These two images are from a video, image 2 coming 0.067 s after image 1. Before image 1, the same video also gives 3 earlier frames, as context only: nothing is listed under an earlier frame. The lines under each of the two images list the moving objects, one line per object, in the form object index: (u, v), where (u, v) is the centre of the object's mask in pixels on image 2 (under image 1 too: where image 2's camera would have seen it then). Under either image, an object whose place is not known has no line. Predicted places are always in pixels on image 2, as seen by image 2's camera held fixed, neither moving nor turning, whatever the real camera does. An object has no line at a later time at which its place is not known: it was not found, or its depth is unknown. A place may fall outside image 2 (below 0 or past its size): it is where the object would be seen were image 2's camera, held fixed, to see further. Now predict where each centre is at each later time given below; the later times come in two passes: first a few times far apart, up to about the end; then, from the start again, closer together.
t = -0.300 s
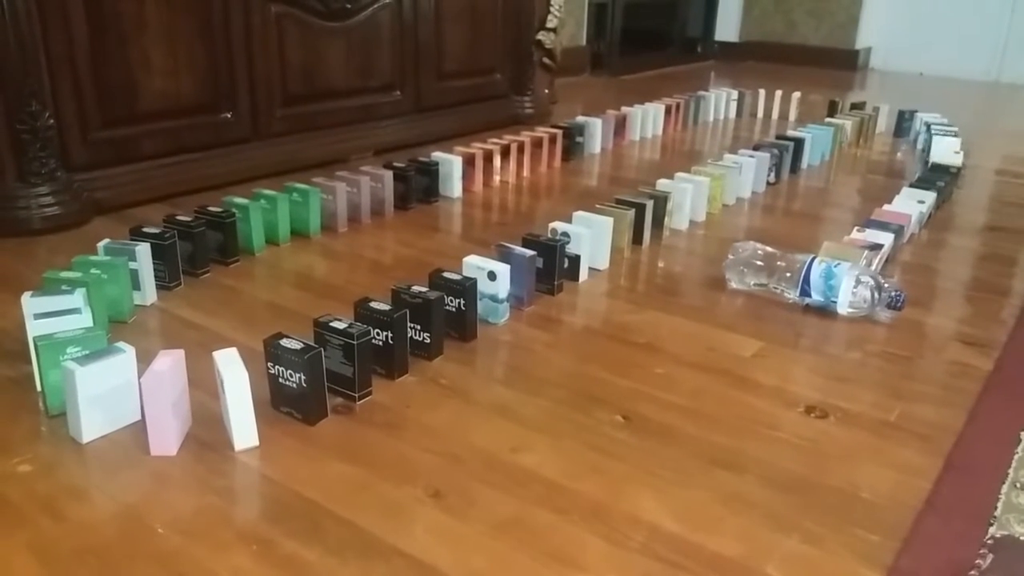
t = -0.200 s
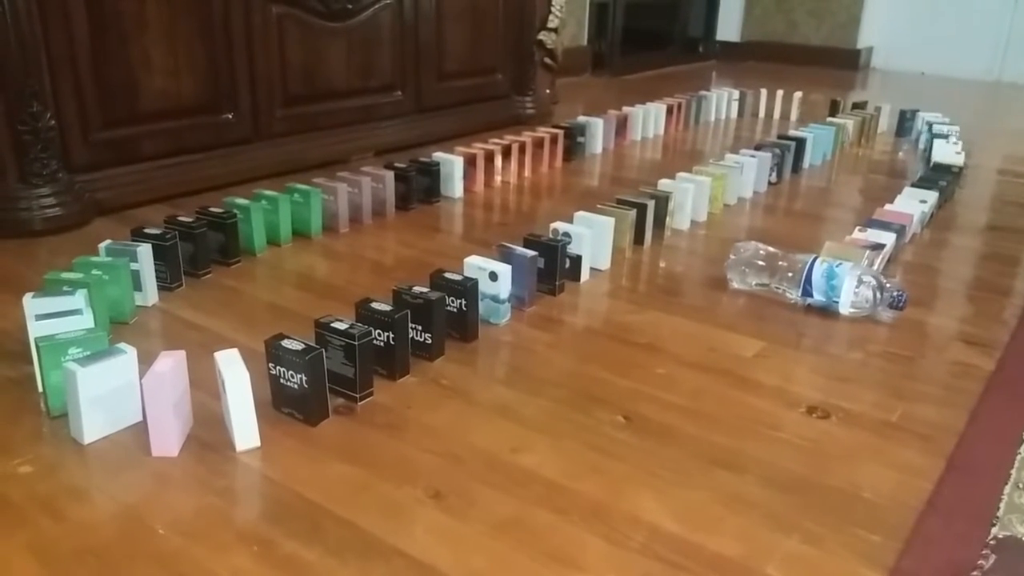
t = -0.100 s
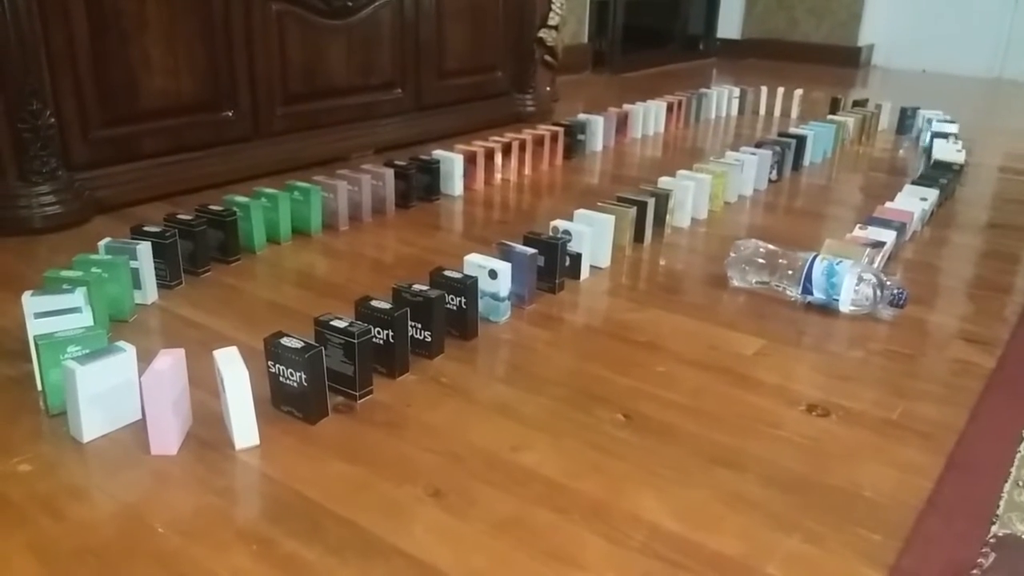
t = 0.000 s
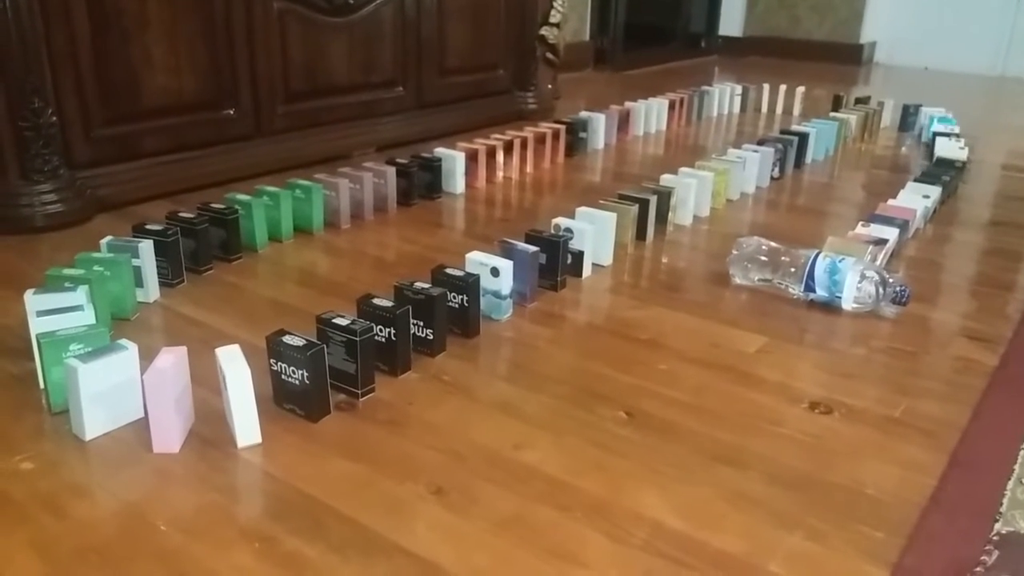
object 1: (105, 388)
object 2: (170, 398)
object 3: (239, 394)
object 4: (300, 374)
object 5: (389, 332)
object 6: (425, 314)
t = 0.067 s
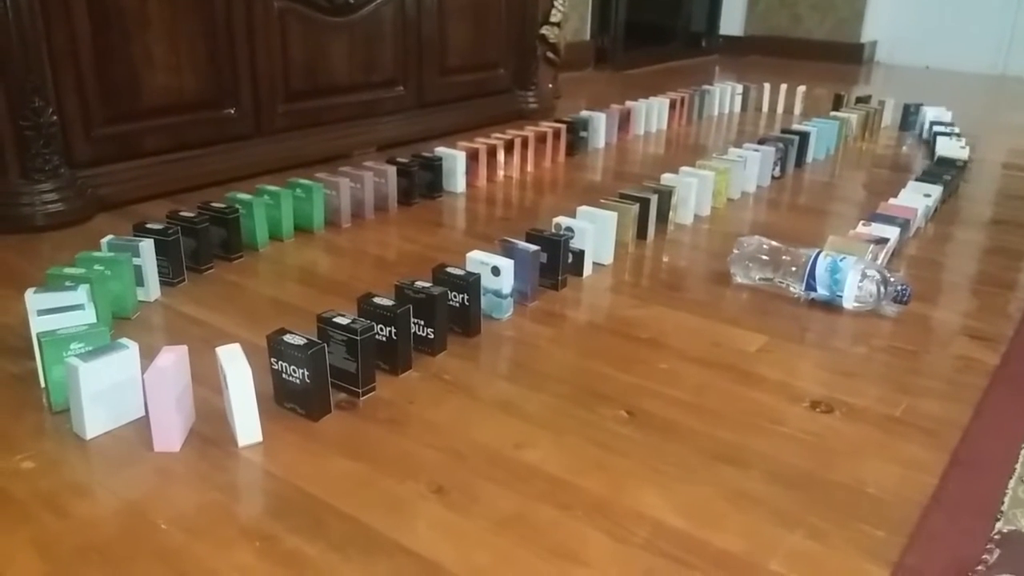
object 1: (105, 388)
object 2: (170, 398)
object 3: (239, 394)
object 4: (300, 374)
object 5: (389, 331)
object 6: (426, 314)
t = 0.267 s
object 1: (105, 388)
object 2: (170, 398)
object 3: (239, 394)
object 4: (300, 374)
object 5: (389, 332)
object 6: (426, 314)
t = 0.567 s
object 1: (105, 388)
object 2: (170, 399)
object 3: (239, 395)
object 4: (300, 374)
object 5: (389, 332)
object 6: (426, 314)
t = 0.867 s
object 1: (105, 388)
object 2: (170, 398)
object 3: (239, 395)
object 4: (300, 374)
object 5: (389, 332)
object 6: (426, 314)
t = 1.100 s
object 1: (105, 388)
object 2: (170, 398)
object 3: (239, 395)
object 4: (300, 374)
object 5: (389, 332)
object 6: (426, 314)
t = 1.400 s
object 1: (105, 388)
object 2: (170, 398)
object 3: (239, 395)
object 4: (300, 374)
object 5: (389, 332)
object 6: (425, 314)
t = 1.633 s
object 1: (105, 388)
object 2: (170, 398)
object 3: (239, 394)
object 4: (300, 374)
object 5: (389, 332)
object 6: (426, 314)
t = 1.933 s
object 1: (105, 388)
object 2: (170, 398)
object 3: (239, 395)
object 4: (300, 374)
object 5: (389, 332)
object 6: (425, 314)
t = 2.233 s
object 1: (105, 388)
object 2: (170, 399)
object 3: (239, 395)
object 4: (300, 374)
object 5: (389, 332)
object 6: (426, 315)
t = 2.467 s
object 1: (105, 388)
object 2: (170, 398)
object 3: (239, 395)
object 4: (300, 374)
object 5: (389, 332)
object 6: (425, 315)
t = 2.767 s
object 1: (105, 388)
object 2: (170, 399)
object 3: (239, 395)
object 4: (300, 374)
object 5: (389, 332)
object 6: (425, 314)
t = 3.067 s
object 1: (105, 388)
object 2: (170, 398)
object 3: (239, 395)
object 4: (300, 374)
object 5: (389, 332)
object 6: (425, 315)
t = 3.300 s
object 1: (105, 388)
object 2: (170, 399)
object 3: (239, 395)
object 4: (300, 374)
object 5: (389, 332)
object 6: (425, 314)
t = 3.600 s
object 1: (105, 388)
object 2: (170, 399)
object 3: (239, 395)
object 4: (300, 374)
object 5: (389, 332)
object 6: (425, 314)
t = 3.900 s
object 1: (105, 388)
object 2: (170, 398)
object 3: (239, 395)
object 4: (300, 374)
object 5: (389, 332)
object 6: (425, 315)
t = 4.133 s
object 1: (105, 388)
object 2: (170, 399)
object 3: (239, 395)
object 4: (300, 374)
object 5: (389, 332)
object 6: (425, 315)
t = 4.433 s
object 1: (121, 411)
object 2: (180, 396)
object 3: (239, 395)
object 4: (300, 374)
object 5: (389, 332)
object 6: (425, 315)
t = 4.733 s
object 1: (117, 441)
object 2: (216, 406)
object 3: (274, 394)
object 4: (317, 368)
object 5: (389, 332)
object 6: (425, 314)
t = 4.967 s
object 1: (116, 441)
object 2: (222, 411)
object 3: (292, 404)
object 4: (342, 362)
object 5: (406, 322)
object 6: (432, 315)
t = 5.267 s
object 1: (116, 441)
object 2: (222, 411)
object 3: (292, 405)
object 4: (345, 365)
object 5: (421, 328)
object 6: (456, 313)
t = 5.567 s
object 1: (116, 441)
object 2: (222, 411)
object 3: (292, 404)
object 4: (345, 365)
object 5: (421, 328)
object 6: (456, 314)
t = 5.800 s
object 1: (117, 441)
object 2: (223, 411)
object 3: (293, 404)
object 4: (345, 365)
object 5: (421, 328)
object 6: (456, 314)
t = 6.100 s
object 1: (117, 441)
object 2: (223, 411)
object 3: (293, 404)
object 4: (345, 365)
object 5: (421, 328)
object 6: (456, 314)
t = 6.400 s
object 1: (117, 441)
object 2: (223, 411)
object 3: (293, 404)
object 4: (344, 365)
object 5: (421, 328)
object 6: (455, 314)
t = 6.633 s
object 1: (117, 441)
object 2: (222, 411)
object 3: (293, 405)
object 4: (344, 365)
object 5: (421, 328)
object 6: (455, 314)
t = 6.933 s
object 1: (117, 441)
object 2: (223, 411)
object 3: (293, 405)
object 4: (344, 365)
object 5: (420, 328)
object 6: (455, 315)
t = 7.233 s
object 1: (116, 441)
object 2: (222, 411)
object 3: (293, 404)
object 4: (344, 365)
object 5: (420, 328)
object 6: (455, 314)
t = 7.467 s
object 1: (116, 441)
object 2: (223, 411)
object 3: (293, 405)
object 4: (344, 365)
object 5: (420, 328)
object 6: (455, 314)
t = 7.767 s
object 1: (117, 441)
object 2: (222, 411)
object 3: (293, 405)
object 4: (345, 365)
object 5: (420, 329)
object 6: (455, 314)
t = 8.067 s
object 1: (116, 441)
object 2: (222, 411)
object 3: (293, 405)
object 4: (345, 365)
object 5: (420, 329)
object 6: (455, 315)
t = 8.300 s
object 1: (117, 441)
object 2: (223, 411)
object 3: (293, 404)
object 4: (345, 365)
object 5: (420, 328)
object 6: (455, 314)
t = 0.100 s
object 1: (105, 388)
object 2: (170, 398)
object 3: (239, 394)
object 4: (300, 374)
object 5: (389, 331)
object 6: (426, 314)
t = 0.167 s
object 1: (105, 388)
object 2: (170, 398)
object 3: (239, 394)
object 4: (300, 374)
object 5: (389, 331)
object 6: (426, 314)
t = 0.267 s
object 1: (105, 388)
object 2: (170, 398)
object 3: (239, 394)
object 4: (300, 374)
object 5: (389, 332)
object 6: (426, 314)
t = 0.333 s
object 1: (105, 388)
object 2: (170, 398)
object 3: (239, 394)
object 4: (300, 374)
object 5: (389, 332)
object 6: (426, 314)
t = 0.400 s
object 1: (105, 388)
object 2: (170, 398)
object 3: (239, 394)
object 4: (300, 374)
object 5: (389, 332)
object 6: (426, 314)
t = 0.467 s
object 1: (105, 388)
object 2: (170, 398)
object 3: (239, 395)
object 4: (300, 374)
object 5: (389, 332)
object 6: (426, 314)
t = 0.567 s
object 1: (105, 388)
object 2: (170, 399)
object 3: (239, 395)
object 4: (300, 374)
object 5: (389, 332)
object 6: (426, 314)
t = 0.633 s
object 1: (105, 388)
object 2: (170, 399)
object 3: (239, 395)
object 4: (300, 374)
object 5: (389, 332)
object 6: (426, 314)
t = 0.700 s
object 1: (105, 388)
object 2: (170, 399)
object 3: (239, 395)
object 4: (300, 374)
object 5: (389, 332)
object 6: (426, 314)
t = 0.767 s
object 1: (105, 388)
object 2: (170, 398)
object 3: (239, 394)
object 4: (300, 374)
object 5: (389, 332)
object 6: (426, 314)
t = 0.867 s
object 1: (105, 388)
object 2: (170, 398)
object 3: (239, 395)
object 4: (300, 374)
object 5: (389, 332)
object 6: (426, 314)
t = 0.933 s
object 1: (105, 388)
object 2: (170, 398)
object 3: (239, 395)
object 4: (300, 374)
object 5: (389, 332)
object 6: (426, 314)
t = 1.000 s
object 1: (105, 388)
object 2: (170, 399)
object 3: (239, 395)
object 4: (300, 374)
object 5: (389, 332)
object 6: (426, 314)
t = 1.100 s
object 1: (105, 388)
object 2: (170, 398)
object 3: (239, 395)
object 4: (300, 374)
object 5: (389, 332)
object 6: (426, 314)
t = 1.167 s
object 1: (105, 388)
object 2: (170, 398)
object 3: (239, 395)
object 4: (300, 374)
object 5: (389, 332)
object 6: (426, 314)
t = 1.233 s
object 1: (105, 388)
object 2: (170, 399)
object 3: (239, 395)
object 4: (300, 374)
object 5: (389, 332)
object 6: (425, 314)
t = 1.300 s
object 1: (105, 388)
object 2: (170, 399)
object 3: (239, 395)
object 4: (300, 374)
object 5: (389, 332)
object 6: (426, 314)
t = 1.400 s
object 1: (105, 388)
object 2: (170, 398)
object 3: (239, 395)
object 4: (300, 374)
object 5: (389, 332)
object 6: (425, 314)
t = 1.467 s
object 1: (105, 388)
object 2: (170, 399)
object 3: (239, 395)
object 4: (300, 374)
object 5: (389, 332)
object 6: (426, 314)
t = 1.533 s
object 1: (105, 388)
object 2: (170, 398)
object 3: (239, 394)
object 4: (300, 374)
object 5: (389, 332)
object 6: (425, 314)
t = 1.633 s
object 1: (105, 388)
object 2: (170, 398)
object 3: (239, 394)
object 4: (300, 374)
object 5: (389, 332)
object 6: (426, 314)
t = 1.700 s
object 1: (105, 388)
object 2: (170, 398)
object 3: (239, 395)
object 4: (300, 374)
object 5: (389, 332)
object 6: (425, 314)
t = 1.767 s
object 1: (105, 388)
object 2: (170, 398)
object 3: (239, 395)
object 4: (300, 374)
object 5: (389, 332)
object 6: (425, 314)
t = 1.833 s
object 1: (105, 388)
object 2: (170, 398)
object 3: (239, 395)
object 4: (300, 374)
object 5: (389, 332)
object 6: (426, 314)
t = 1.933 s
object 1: (105, 388)
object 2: (170, 398)
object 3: (239, 395)
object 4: (300, 374)
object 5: (389, 332)
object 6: (425, 314)
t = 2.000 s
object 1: (105, 388)
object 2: (170, 399)
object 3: (239, 395)
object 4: (300, 374)
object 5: (389, 332)
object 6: (426, 315)
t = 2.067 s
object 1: (105, 388)
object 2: (170, 399)
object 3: (239, 395)
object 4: (300, 374)
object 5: (389, 332)
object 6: (425, 314)
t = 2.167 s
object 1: (105, 388)
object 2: (170, 399)
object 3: (239, 395)
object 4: (300, 374)
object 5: (389, 332)
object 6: (425, 314)
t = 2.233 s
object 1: (105, 388)
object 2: (170, 399)
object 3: (239, 395)
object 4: (300, 374)
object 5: (389, 332)
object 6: (426, 315)
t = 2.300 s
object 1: (105, 388)
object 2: (170, 398)
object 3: (239, 395)
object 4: (300, 374)
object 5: (389, 332)
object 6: (425, 314)
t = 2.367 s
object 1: (105, 388)
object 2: (170, 398)
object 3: (239, 395)
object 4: (300, 374)
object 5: (389, 332)
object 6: (425, 315)
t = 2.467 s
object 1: (105, 388)
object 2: (170, 398)
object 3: (239, 395)
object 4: (300, 374)
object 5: (389, 332)
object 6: (425, 315)
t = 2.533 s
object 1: (105, 388)
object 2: (170, 398)
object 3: (239, 395)
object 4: (300, 374)
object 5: (389, 332)
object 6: (425, 315)
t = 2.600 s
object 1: (105, 388)
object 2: (170, 399)
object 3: (239, 395)
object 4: (300, 374)
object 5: (389, 332)
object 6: (426, 315)
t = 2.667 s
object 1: (105, 388)
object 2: (170, 399)
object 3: (239, 395)
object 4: (300, 374)
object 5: (389, 332)
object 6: (425, 315)
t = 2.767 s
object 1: (105, 388)
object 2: (170, 399)
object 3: (239, 395)
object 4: (300, 374)
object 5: (389, 332)
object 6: (425, 314)
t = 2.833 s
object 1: (105, 388)
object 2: (170, 399)
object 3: (239, 395)
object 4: (300, 374)
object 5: (389, 332)
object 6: (425, 314)
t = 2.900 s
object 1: (105, 388)
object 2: (170, 399)
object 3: (239, 395)
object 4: (300, 374)
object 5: (389, 332)
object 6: (425, 315)
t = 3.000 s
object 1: (105, 388)
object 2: (170, 399)
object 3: (239, 395)
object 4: (300, 374)
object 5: (389, 332)
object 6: (425, 315)
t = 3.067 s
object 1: (105, 388)
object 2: (170, 398)
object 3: (239, 395)
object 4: (300, 374)
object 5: (389, 332)
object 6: (425, 315)
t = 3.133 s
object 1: (105, 388)
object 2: (170, 399)
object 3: (239, 395)
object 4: (300, 374)
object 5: (389, 332)
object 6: (425, 315)
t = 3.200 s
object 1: (105, 389)
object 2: (170, 399)
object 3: (239, 395)
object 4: (300, 374)
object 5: (389, 332)
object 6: (425, 315)
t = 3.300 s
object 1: (105, 388)
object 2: (170, 399)
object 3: (239, 395)
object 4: (300, 374)
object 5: (389, 332)
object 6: (425, 314)
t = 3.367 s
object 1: (105, 388)
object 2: (170, 399)
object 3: (239, 395)
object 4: (300, 374)
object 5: (389, 332)
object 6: (425, 315)
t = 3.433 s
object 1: (105, 388)
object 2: (170, 399)
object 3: (239, 395)
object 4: (300, 374)
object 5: (389, 332)
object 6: (425, 315)
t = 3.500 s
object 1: (105, 388)
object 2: (170, 398)
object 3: (239, 395)
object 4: (300, 374)
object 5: (389, 332)
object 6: (425, 315)
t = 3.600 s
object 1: (105, 388)
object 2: (170, 399)
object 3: (239, 395)
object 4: (300, 374)
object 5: (389, 332)
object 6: (425, 314)
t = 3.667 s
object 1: (105, 388)
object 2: (170, 399)
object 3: (239, 395)
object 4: (300, 374)
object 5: (389, 332)
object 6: (425, 315)
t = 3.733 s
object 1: (105, 388)
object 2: (170, 398)
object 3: (239, 395)
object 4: (300, 374)
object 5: (389, 332)
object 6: (425, 315)
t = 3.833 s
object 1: (105, 388)
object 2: (170, 399)
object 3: (239, 395)
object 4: (300, 374)
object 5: (389, 332)
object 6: (425, 315)
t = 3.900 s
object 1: (105, 388)
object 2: (170, 398)
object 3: (239, 395)
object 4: (300, 374)
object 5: (389, 332)
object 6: (425, 315)
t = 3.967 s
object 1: (105, 388)
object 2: (170, 399)
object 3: (239, 395)
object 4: (300, 374)
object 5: (389, 332)
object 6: (425, 315)
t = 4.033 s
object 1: (105, 388)
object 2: (170, 399)
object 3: (239, 395)
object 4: (300, 374)
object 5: (389, 332)
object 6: (425, 315)
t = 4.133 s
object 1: (105, 388)
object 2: (170, 399)
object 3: (239, 395)
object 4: (300, 374)
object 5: (389, 332)
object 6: (425, 315)
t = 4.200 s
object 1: (105, 388)
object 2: (170, 398)
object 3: (239, 395)
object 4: (300, 374)
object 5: (389, 332)
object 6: (425, 314)
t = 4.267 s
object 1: (105, 388)
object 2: (170, 398)
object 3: (239, 395)
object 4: (300, 374)
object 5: (389, 332)
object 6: (425, 315)
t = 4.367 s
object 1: (112, 393)
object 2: (170, 399)
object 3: (239, 395)
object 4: (300, 374)
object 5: (389, 332)
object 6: (425, 315)
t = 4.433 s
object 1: (121, 411)
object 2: (180, 396)
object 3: (239, 395)
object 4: (300, 374)
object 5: (389, 332)
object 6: (425, 315)
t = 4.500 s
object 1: (117, 441)
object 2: (196, 399)
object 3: (245, 393)
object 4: (300, 374)
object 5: (389, 332)
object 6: (425, 315)
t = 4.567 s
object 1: (117, 441)
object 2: (204, 401)
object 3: (251, 393)
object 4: (300, 375)
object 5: (389, 332)
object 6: (425, 315)
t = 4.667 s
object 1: (117, 441)
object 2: (212, 403)
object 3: (264, 392)
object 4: (309, 373)
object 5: (389, 332)
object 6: (425, 314)
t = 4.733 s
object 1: (117, 441)
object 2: (216, 406)
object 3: (274, 394)
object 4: (317, 368)
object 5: (389, 332)
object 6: (425, 314)
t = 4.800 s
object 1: (117, 441)
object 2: (220, 409)
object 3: (285, 398)
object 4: (329, 360)
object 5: (389, 332)
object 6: (425, 315)
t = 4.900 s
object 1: (117, 441)
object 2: (221, 410)
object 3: (290, 402)
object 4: (338, 359)
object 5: (397, 334)
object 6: (425, 315)
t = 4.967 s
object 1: (116, 441)
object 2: (222, 411)
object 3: (292, 404)
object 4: (342, 362)
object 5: (406, 322)
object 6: (432, 315)
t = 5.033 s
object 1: (116, 441)
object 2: (222, 411)
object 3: (292, 404)
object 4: (344, 364)
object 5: (414, 321)
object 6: (441, 304)
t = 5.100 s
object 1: (116, 441)
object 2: (222, 411)
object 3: (292, 404)
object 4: (345, 365)
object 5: (420, 326)
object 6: (447, 305)
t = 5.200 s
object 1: (116, 441)
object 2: (222, 411)
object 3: (292, 404)
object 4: (345, 365)
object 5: (422, 327)
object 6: (455, 311)
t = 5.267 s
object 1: (116, 441)
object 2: (222, 411)
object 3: (292, 405)
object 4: (345, 365)
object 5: (421, 328)
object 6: (456, 313)
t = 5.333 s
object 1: (117, 441)
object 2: (222, 411)
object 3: (292, 405)
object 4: (345, 365)
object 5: (421, 328)
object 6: (456, 313)
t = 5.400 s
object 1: (117, 441)
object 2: (222, 411)
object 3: (292, 404)
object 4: (345, 365)
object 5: (421, 328)
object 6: (456, 314)
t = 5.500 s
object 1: (117, 442)
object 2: (222, 411)
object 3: (292, 404)
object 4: (345, 365)
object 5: (421, 328)
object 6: (456, 314)
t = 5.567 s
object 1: (116, 441)
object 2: (222, 411)
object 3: (292, 404)
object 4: (345, 365)
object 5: (421, 328)
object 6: (456, 314)
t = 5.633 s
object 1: (117, 441)
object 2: (222, 411)
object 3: (292, 404)
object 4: (345, 365)
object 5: (421, 328)
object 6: (456, 314)
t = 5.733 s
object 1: (116, 441)
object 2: (222, 411)
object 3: (293, 405)
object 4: (345, 365)
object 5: (421, 328)
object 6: (456, 314)
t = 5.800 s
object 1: (117, 441)
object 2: (223, 411)
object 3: (293, 404)
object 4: (345, 365)
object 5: (421, 328)
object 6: (456, 314)
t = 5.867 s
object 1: (117, 441)
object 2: (223, 411)
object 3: (293, 405)
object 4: (345, 365)
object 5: (421, 328)
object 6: (456, 314)
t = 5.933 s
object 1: (117, 441)
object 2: (222, 411)
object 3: (293, 404)
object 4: (345, 365)
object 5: (421, 328)
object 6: (456, 314)
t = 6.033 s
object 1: (117, 441)
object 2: (223, 411)
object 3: (293, 404)
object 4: (345, 365)
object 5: (421, 328)
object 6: (456, 314)
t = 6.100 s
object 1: (117, 441)
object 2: (223, 411)
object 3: (293, 404)
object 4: (345, 365)
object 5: (421, 328)
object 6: (456, 314)
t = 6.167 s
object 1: (117, 441)
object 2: (223, 411)
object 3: (293, 404)
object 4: (345, 365)
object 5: (421, 328)
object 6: (456, 314)
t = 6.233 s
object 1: (116, 441)
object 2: (223, 411)
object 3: (293, 404)
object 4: (345, 365)
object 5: (421, 328)
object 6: (455, 314)
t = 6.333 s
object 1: (117, 441)
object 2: (223, 411)
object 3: (293, 404)
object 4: (344, 365)
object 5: (421, 328)
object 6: (455, 314)
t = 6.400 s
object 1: (117, 441)
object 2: (223, 411)
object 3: (293, 404)
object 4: (344, 365)
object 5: (421, 328)
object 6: (455, 314)
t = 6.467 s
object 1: (117, 441)
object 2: (223, 411)
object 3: (293, 404)
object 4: (344, 365)
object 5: (421, 328)
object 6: (455, 314)
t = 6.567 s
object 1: (117, 441)
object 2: (223, 411)
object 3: (293, 405)
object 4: (344, 365)
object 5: (421, 328)
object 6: (455, 314)
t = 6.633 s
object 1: (117, 441)
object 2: (222, 411)
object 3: (293, 405)
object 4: (344, 365)
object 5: (421, 328)
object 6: (455, 314)
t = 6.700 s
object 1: (116, 441)
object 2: (222, 411)
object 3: (293, 405)
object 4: (344, 365)
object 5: (420, 328)
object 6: (455, 314)
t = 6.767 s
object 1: (116, 441)
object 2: (222, 411)
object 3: (293, 405)
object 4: (344, 365)
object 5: (420, 328)
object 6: (455, 314)
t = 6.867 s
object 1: (116, 441)
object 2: (222, 411)
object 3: (292, 405)
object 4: (344, 365)
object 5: (420, 328)
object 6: (455, 315)
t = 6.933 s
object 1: (117, 441)
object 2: (223, 411)
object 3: (293, 405)
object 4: (344, 365)
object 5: (420, 328)
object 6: (455, 315)
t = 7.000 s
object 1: (116, 441)
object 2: (222, 411)
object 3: (293, 404)
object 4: (344, 365)
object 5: (420, 328)
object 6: (455, 315)
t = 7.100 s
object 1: (116, 441)
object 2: (222, 411)
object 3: (293, 405)
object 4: (344, 365)
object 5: (420, 328)
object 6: (455, 314)
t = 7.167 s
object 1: (116, 441)
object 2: (222, 411)
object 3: (293, 405)
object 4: (344, 365)
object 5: (419, 328)
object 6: (455, 314)
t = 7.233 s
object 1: (116, 441)
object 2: (222, 411)
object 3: (293, 404)
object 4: (344, 365)
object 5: (420, 328)
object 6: (455, 314)
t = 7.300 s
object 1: (117, 441)
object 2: (223, 411)
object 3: (293, 404)
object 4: (344, 365)
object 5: (420, 328)
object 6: (455, 314)
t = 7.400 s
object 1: (116, 441)
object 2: (222, 411)
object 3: (293, 405)
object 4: (344, 365)
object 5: (420, 328)
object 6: (455, 314)
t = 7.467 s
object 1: (116, 441)
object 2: (223, 411)
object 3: (293, 405)
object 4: (344, 365)
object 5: (420, 328)
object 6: (455, 314)
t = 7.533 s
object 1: (116, 441)
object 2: (222, 411)
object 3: (293, 405)
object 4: (344, 365)
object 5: (420, 328)
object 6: (455, 314)
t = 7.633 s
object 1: (116, 441)
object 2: (222, 411)
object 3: (293, 405)
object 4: (344, 365)
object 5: (420, 329)
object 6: (455, 314)
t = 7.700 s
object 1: (117, 441)
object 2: (223, 411)
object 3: (293, 404)
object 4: (345, 365)
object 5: (420, 329)
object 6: (455, 314)
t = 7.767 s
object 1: (117, 441)
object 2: (222, 411)
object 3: (293, 405)
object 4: (345, 365)
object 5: (420, 329)
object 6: (455, 314)
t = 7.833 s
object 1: (117, 441)
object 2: (222, 411)
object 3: (293, 405)
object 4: (345, 365)
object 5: (420, 329)
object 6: (455, 314)
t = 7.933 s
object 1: (117, 441)
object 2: (223, 411)
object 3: (293, 405)
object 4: (345, 365)
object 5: (420, 329)
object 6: (455, 315)
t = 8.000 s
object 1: (116, 441)
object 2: (223, 411)
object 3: (293, 404)
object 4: (345, 365)
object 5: (420, 329)
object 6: (455, 315)
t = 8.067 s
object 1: (116, 441)
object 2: (222, 411)
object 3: (293, 405)
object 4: (345, 365)
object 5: (420, 329)
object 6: (455, 315)
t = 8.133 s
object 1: (116, 441)
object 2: (222, 411)
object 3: (293, 405)
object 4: (345, 365)
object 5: (420, 329)
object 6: (455, 315)
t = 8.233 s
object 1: (117, 441)
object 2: (223, 411)
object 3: (293, 405)
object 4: (344, 365)
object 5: (420, 329)
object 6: (455, 315)
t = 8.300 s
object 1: (117, 441)
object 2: (223, 411)
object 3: (293, 404)
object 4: (345, 365)
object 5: (420, 328)
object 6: (455, 314)
